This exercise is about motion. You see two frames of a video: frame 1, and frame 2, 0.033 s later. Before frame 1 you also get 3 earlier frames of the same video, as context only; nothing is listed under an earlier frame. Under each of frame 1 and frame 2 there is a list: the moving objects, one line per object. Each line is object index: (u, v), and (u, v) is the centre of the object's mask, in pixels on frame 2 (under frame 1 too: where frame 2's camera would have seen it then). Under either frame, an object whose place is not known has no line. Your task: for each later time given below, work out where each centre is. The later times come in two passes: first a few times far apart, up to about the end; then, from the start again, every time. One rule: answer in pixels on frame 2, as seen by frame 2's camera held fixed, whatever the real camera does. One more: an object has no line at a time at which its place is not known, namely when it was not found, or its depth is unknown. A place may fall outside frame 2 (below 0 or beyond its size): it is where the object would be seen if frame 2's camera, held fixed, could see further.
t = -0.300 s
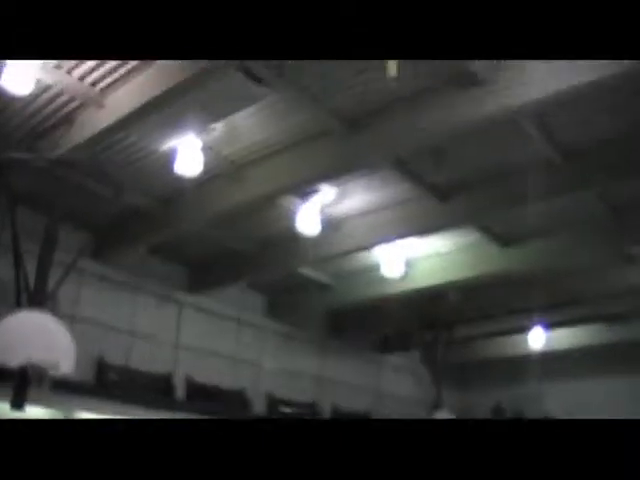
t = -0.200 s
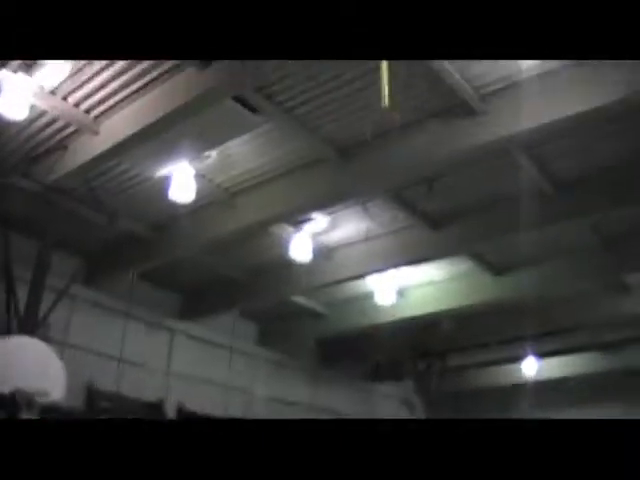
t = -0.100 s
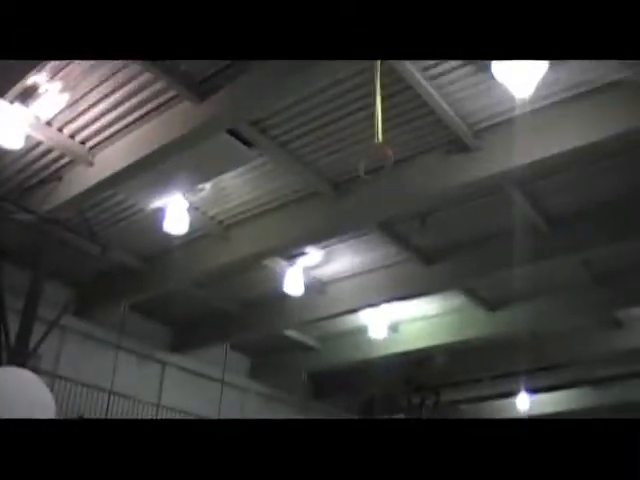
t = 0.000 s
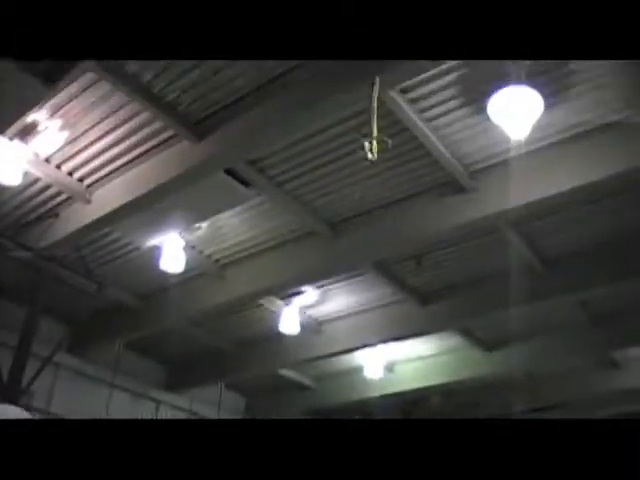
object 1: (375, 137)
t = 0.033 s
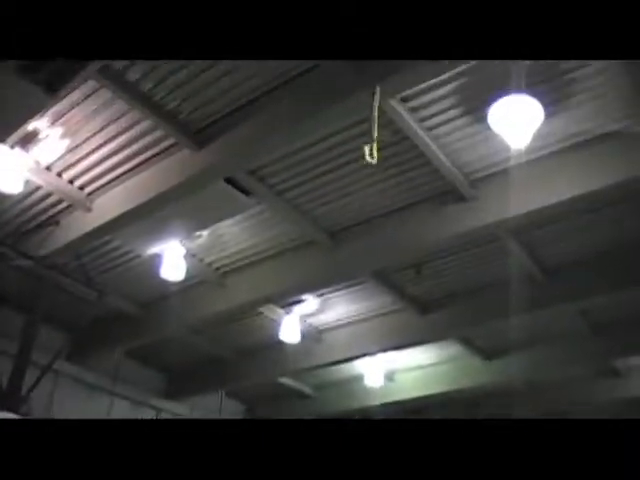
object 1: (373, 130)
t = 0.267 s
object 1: (376, 87)
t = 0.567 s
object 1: (367, 113)
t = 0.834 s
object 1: (372, 132)
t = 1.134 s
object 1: (369, 172)
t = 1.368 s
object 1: (362, 221)
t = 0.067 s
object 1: (373, 128)
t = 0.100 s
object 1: (373, 120)
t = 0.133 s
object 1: (374, 112)
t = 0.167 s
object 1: (374, 103)
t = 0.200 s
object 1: (376, 96)
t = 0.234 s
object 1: (376, 90)
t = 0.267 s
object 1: (376, 87)
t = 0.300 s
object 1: (375, 81)
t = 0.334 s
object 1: (374, 80)
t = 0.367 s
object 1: (372, 83)
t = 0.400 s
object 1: (371, 83)
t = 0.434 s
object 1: (373, 90)
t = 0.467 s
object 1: (375, 97)
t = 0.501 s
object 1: (373, 101)
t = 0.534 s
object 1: (372, 107)
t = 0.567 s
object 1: (367, 113)
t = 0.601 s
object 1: (364, 119)
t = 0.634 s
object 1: (364, 117)
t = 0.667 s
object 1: (367, 117)
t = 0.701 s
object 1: (368, 122)
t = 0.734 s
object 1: (370, 129)
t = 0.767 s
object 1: (370, 130)
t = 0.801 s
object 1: (370, 130)
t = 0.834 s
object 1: (372, 132)
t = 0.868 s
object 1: (372, 137)
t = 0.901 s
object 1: (372, 139)
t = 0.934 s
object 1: (372, 140)
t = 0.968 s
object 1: (372, 145)
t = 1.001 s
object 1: (370, 149)
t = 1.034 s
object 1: (372, 156)
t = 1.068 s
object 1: (370, 158)
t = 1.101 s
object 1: (370, 166)
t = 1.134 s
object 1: (369, 172)
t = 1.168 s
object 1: (371, 178)
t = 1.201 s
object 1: (371, 181)
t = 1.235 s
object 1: (369, 185)
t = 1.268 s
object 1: (367, 188)
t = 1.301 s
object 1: (366, 194)
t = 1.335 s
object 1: (362, 214)
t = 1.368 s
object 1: (362, 221)
